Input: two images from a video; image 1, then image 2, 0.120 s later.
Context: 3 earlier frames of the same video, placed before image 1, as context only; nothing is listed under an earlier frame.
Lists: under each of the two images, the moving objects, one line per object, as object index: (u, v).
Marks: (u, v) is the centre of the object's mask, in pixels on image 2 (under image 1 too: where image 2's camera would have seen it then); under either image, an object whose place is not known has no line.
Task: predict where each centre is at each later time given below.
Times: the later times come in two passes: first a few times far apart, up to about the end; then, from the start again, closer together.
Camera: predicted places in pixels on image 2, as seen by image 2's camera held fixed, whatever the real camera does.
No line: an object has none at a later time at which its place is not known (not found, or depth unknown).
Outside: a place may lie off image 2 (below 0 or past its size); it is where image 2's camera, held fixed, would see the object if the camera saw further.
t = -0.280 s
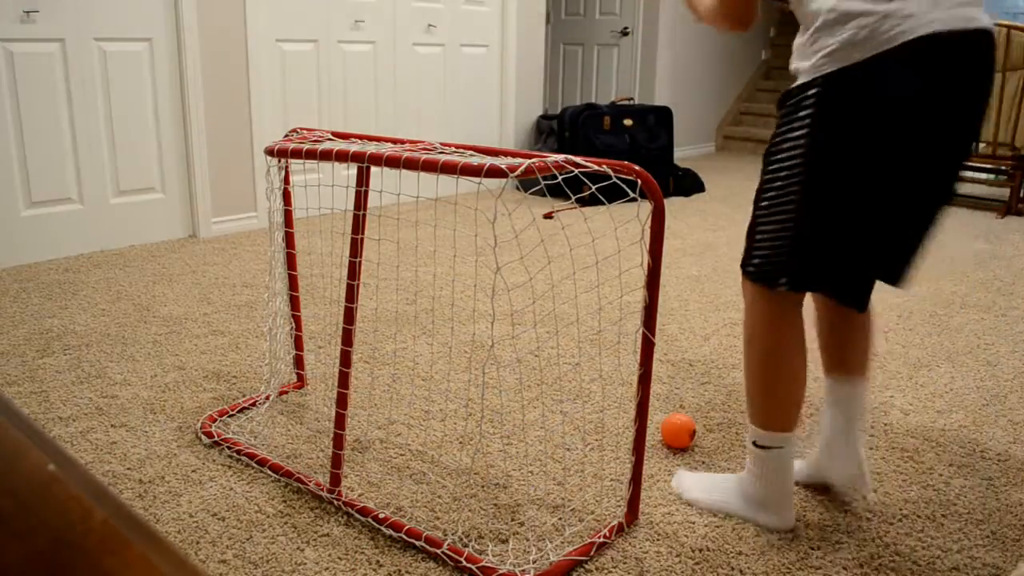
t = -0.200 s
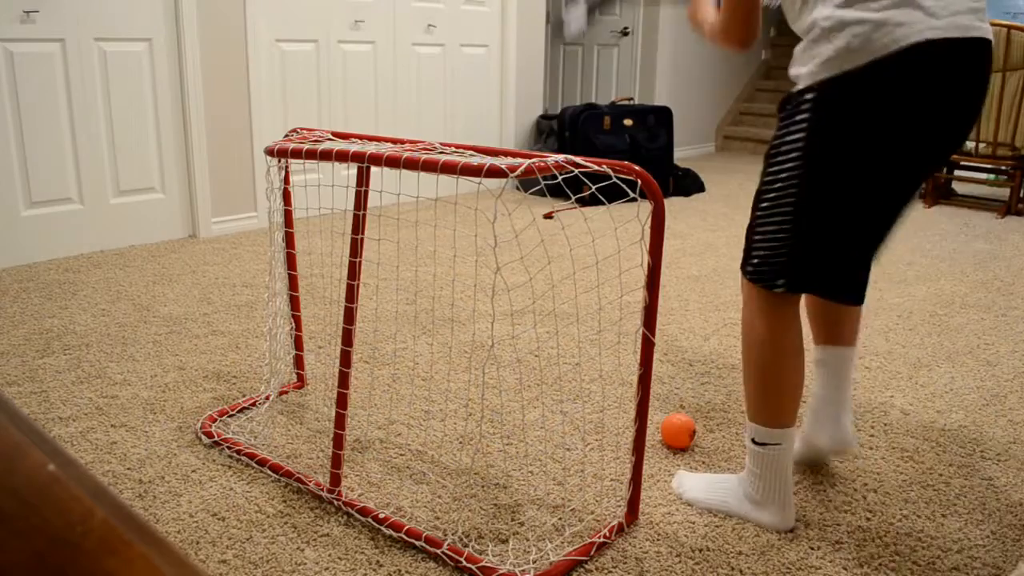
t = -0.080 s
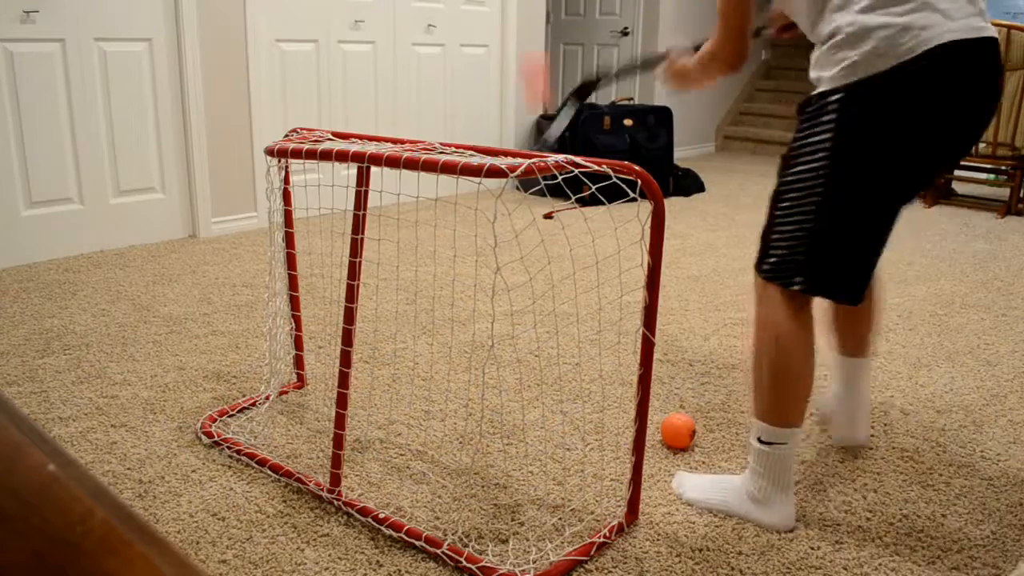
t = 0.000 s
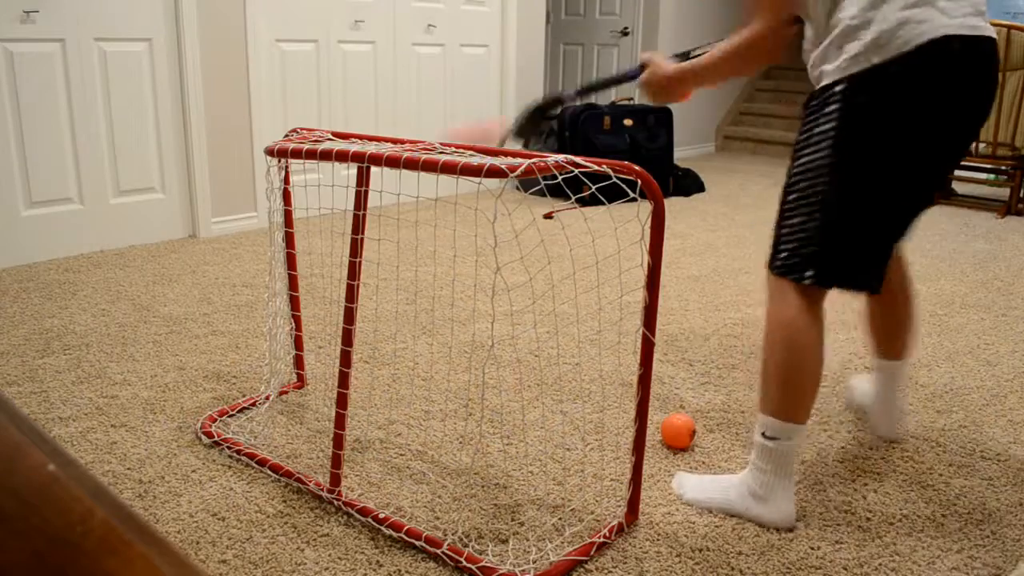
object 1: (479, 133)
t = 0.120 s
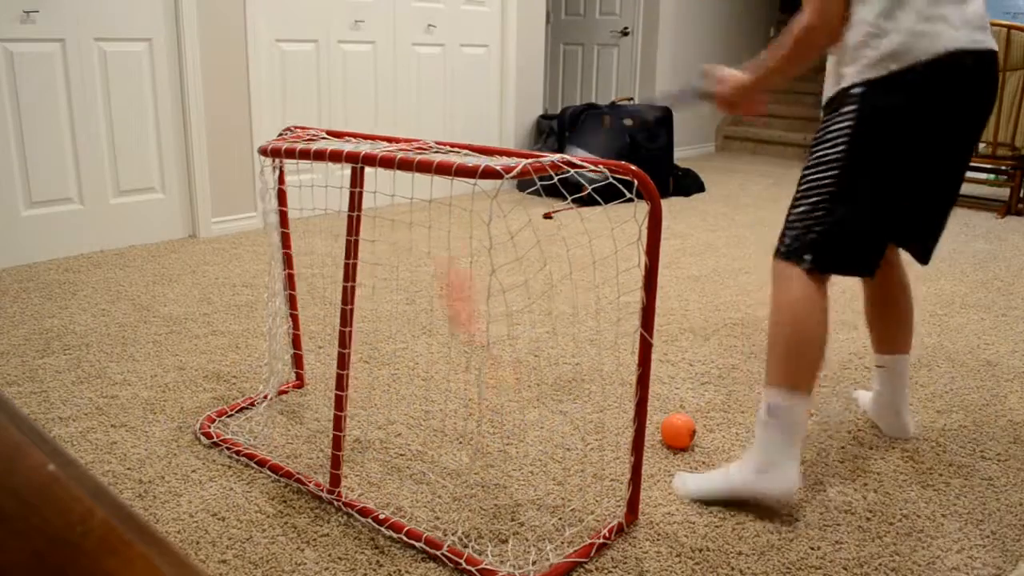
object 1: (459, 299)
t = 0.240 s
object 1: (500, 382)
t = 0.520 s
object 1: (575, 297)
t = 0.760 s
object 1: (626, 341)
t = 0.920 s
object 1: (662, 358)
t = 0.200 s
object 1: (487, 418)
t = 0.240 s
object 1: (500, 382)
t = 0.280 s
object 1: (512, 344)
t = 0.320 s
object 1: (522, 320)
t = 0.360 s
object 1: (531, 301)
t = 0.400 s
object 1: (545, 289)
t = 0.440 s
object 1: (555, 285)
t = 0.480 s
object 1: (565, 286)
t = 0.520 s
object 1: (575, 297)
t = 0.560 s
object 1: (584, 313)
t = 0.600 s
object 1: (591, 335)
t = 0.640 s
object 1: (601, 368)
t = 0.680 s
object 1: (606, 377)
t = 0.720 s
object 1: (618, 356)
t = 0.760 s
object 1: (626, 341)
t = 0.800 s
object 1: (631, 337)
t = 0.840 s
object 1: (634, 336)
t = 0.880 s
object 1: (660, 346)
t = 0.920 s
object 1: (662, 358)
